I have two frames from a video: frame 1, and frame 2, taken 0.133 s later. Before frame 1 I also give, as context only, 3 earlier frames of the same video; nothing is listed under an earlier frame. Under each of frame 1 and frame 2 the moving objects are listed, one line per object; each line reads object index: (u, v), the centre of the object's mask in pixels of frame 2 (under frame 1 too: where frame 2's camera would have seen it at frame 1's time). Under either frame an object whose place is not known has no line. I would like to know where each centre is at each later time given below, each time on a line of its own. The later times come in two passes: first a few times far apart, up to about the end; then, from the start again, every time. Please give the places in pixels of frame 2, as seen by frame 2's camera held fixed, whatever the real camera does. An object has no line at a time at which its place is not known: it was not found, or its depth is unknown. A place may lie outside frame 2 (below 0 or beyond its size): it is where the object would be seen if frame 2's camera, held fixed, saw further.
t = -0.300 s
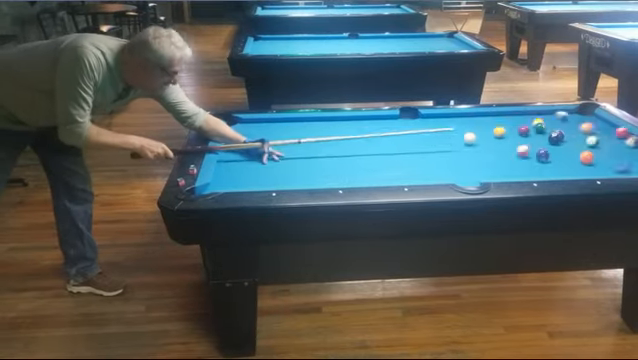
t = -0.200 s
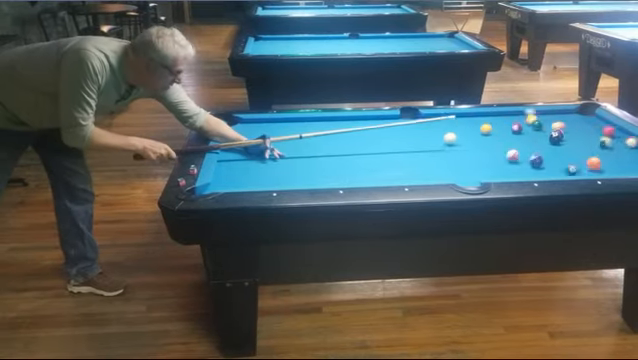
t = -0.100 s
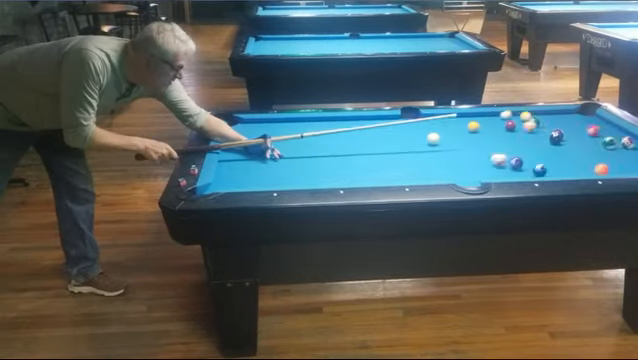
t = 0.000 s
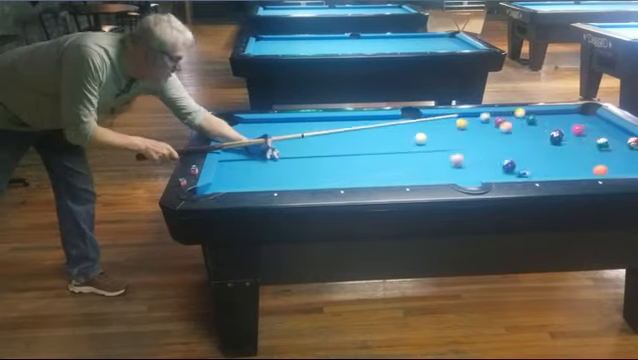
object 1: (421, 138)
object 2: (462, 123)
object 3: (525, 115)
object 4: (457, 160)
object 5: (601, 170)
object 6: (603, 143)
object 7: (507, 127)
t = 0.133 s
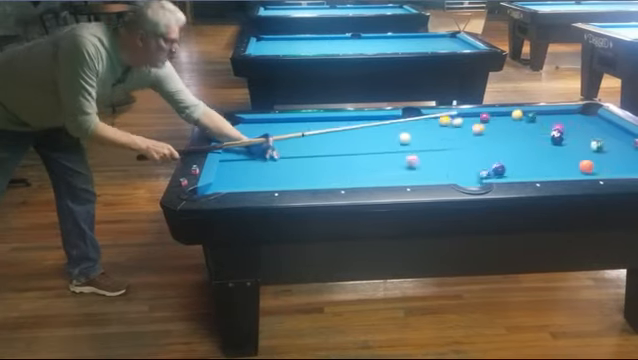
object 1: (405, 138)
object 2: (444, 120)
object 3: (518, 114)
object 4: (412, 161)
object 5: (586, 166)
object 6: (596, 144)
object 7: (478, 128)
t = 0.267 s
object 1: (389, 138)
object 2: (418, 116)
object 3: (507, 115)
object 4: (367, 163)
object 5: (572, 161)
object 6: (591, 146)
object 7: (449, 130)
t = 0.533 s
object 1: (358, 137)
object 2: (426, 117)
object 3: (490, 116)
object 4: (275, 165)
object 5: (546, 152)
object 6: (578, 148)
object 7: (398, 138)
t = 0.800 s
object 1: (328, 137)
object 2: (451, 118)
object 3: (472, 118)
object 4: (251, 166)
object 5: (524, 144)
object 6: (567, 151)
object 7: (345, 147)
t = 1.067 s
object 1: (300, 135)
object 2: (453, 120)
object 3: (478, 119)
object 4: (279, 159)
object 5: (504, 137)
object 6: (555, 152)
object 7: (304, 153)
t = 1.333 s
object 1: (274, 135)
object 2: (449, 122)
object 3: (489, 120)
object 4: (246, 165)
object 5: (486, 130)
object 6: (545, 154)
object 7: (316, 146)
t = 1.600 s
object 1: (249, 135)
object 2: (445, 124)
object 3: (498, 121)
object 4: (225, 168)
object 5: (470, 125)
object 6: (536, 157)
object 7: (322, 140)
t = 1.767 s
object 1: (234, 134)
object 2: (444, 125)
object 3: (503, 121)
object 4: (235, 170)
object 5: (461, 122)
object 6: (530, 158)
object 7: (326, 137)
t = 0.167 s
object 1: (401, 138)
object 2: (437, 119)
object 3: (514, 114)
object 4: (400, 161)
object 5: (583, 165)
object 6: (595, 145)
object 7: (471, 129)
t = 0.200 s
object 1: (397, 138)
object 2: (430, 117)
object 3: (512, 115)
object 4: (389, 162)
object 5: (579, 164)
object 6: (594, 145)
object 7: (463, 129)
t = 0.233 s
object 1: (393, 138)
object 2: (424, 117)
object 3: (510, 115)
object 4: (377, 162)
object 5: (575, 162)
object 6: (593, 145)
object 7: (456, 130)
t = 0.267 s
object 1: (389, 138)
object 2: (418, 116)
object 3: (507, 115)
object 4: (367, 163)
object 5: (572, 161)
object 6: (591, 146)
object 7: (449, 130)
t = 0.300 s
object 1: (385, 137)
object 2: (412, 116)
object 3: (505, 115)
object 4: (355, 163)
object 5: (569, 160)
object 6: (589, 146)
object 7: (442, 131)
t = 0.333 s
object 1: (381, 137)
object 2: (406, 115)
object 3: (503, 115)
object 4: (344, 163)
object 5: (566, 159)
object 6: (587, 146)
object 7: (435, 131)
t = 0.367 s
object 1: (377, 137)
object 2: (409, 115)
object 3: (501, 115)
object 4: (331, 164)
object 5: (562, 158)
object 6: (585, 146)
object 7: (430, 132)
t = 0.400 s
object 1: (373, 137)
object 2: (413, 116)
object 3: (498, 116)
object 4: (321, 164)
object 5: (559, 156)
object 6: (584, 148)
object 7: (423, 133)
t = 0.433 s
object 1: (369, 137)
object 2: (416, 116)
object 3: (496, 116)
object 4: (310, 165)
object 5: (556, 155)
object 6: (582, 148)
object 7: (417, 134)
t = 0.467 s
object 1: (366, 137)
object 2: (420, 116)
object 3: (494, 116)
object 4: (297, 165)
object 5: (553, 154)
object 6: (581, 148)
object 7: (410, 135)
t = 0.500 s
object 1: (362, 137)
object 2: (423, 116)
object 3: (492, 116)
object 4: (287, 166)
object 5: (550, 153)
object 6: (580, 148)
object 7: (404, 137)
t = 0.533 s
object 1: (358, 137)
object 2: (426, 117)
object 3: (490, 116)
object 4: (275, 165)
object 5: (546, 152)
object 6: (578, 148)
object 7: (398, 138)
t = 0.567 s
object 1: (354, 137)
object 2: (429, 116)
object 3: (488, 116)
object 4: (264, 166)
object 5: (543, 151)
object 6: (577, 148)
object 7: (391, 139)
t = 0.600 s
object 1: (350, 137)
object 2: (432, 117)
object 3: (485, 117)
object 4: (252, 166)
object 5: (540, 150)
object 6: (575, 149)
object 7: (385, 140)
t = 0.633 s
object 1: (347, 137)
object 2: (436, 117)
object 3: (483, 116)
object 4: (241, 167)
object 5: (538, 149)
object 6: (573, 149)
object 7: (378, 141)
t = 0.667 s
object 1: (343, 137)
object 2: (439, 117)
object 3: (481, 116)
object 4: (229, 167)
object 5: (535, 148)
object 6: (573, 149)
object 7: (371, 142)
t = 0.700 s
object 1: (339, 137)
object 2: (442, 117)
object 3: (479, 117)
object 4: (227, 167)
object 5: (532, 147)
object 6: (571, 150)
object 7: (365, 144)
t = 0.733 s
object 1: (336, 137)
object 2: (445, 117)
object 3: (477, 117)
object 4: (236, 166)
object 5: (529, 146)
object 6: (569, 150)
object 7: (358, 144)
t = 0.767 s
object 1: (332, 137)
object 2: (448, 118)
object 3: (475, 118)
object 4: (243, 166)
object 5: (527, 145)
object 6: (568, 150)
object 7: (351, 146)
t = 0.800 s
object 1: (328, 137)
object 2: (451, 118)
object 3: (472, 118)
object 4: (251, 166)
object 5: (524, 144)
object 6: (567, 151)
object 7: (345, 147)
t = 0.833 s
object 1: (325, 137)
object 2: (454, 118)
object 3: (471, 118)
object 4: (258, 166)
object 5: (521, 143)
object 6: (565, 151)
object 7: (338, 148)
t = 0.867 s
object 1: (321, 136)
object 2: (457, 116)
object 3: (469, 118)
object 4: (264, 165)
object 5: (519, 142)
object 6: (564, 151)
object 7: (330, 149)
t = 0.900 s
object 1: (318, 136)
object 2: (456, 118)
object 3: (470, 119)
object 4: (271, 162)
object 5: (516, 141)
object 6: (563, 151)
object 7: (323, 150)
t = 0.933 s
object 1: (314, 136)
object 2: (455, 119)
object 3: (473, 119)
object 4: (276, 162)
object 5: (514, 140)
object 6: (562, 151)
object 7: (316, 151)
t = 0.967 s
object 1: (311, 136)
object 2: (455, 120)
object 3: (474, 119)
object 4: (280, 160)
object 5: (511, 139)
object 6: (560, 152)
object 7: (309, 153)
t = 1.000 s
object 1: (307, 135)
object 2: (454, 120)
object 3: (476, 119)
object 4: (285, 158)
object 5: (508, 139)
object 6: (559, 151)
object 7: (302, 154)
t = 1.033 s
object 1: (303, 134)
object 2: (453, 120)
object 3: (477, 119)
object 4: (285, 158)
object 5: (506, 137)
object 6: (556, 152)
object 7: (300, 154)
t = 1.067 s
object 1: (300, 135)
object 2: (453, 120)
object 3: (478, 119)
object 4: (279, 159)
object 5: (504, 137)
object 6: (555, 152)
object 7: (304, 153)
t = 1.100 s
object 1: (297, 135)
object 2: (452, 120)
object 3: (479, 119)
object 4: (273, 160)
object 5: (502, 136)
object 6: (554, 153)
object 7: (307, 151)
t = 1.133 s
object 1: (294, 133)
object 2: (452, 121)
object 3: (481, 119)
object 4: (268, 161)
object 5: (499, 135)
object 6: (552, 154)
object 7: (309, 150)
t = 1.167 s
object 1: (291, 134)
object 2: (451, 121)
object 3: (482, 119)
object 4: (263, 162)
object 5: (497, 134)
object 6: (551, 154)
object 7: (310, 150)
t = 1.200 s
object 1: (288, 135)
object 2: (451, 121)
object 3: (483, 120)
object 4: (259, 163)
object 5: (495, 133)
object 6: (551, 154)
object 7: (312, 149)
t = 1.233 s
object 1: (284, 135)
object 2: (451, 122)
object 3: (484, 120)
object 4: (256, 164)
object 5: (492, 133)
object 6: (549, 154)
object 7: (313, 148)
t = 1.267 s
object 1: (281, 135)
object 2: (450, 122)
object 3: (486, 120)
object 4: (253, 164)
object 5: (490, 132)
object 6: (548, 154)
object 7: (314, 147)
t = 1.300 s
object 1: (277, 135)
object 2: (449, 122)
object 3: (487, 120)
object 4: (249, 165)
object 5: (488, 132)
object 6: (546, 154)
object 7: (315, 146)
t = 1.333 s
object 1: (274, 135)
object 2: (449, 122)
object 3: (489, 120)
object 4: (246, 165)
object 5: (486, 130)
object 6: (545, 154)
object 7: (316, 146)
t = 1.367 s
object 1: (271, 135)
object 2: (449, 122)
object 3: (490, 120)
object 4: (242, 166)
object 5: (484, 130)
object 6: (544, 155)
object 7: (317, 145)
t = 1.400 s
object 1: (268, 135)
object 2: (448, 123)
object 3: (491, 120)
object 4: (239, 166)
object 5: (482, 129)
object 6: (542, 155)
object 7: (318, 144)
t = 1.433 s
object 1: (265, 135)
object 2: (448, 123)
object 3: (492, 120)
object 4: (236, 166)
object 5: (480, 128)
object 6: (541, 155)
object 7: (319, 143)
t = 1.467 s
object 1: (261, 135)
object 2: (448, 123)
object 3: (493, 120)
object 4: (232, 167)
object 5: (478, 128)
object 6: (539, 155)
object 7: (320, 143)
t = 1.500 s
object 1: (258, 135)
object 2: (447, 123)
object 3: (494, 120)
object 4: (229, 167)
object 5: (476, 127)
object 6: (538, 156)
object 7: (320, 142)
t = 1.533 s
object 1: (255, 135)
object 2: (446, 124)
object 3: (495, 120)
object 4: (225, 168)
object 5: (474, 126)
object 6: (537, 156)
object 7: (321, 142)
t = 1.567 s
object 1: (252, 135)
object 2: (446, 124)
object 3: (497, 121)
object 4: (223, 168)
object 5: (472, 125)
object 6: (536, 157)
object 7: (322, 141)
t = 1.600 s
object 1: (249, 135)
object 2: (445, 124)
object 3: (498, 121)
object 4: (225, 168)
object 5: (470, 125)
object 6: (536, 157)
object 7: (322, 140)
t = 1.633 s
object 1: (246, 134)
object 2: (445, 124)
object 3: (499, 121)
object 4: (227, 169)
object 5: (468, 124)
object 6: (535, 156)
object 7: (323, 140)
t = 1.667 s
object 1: (243, 134)
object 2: (445, 124)
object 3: (500, 121)
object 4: (229, 169)
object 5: (467, 124)
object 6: (534, 157)
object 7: (323, 139)
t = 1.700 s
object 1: (240, 134)
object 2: (445, 125)
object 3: (501, 121)
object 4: (231, 169)
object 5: (465, 123)
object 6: (533, 157)
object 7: (324, 139)
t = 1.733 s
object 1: (237, 134)
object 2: (444, 125)
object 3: (502, 121)
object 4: (233, 169)
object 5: (463, 123)
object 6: (531, 158)
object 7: (325, 138)
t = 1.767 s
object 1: (234, 134)
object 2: (444, 125)
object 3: (503, 121)
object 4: (235, 170)
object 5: (461, 122)
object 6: (530, 158)
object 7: (326, 137)
